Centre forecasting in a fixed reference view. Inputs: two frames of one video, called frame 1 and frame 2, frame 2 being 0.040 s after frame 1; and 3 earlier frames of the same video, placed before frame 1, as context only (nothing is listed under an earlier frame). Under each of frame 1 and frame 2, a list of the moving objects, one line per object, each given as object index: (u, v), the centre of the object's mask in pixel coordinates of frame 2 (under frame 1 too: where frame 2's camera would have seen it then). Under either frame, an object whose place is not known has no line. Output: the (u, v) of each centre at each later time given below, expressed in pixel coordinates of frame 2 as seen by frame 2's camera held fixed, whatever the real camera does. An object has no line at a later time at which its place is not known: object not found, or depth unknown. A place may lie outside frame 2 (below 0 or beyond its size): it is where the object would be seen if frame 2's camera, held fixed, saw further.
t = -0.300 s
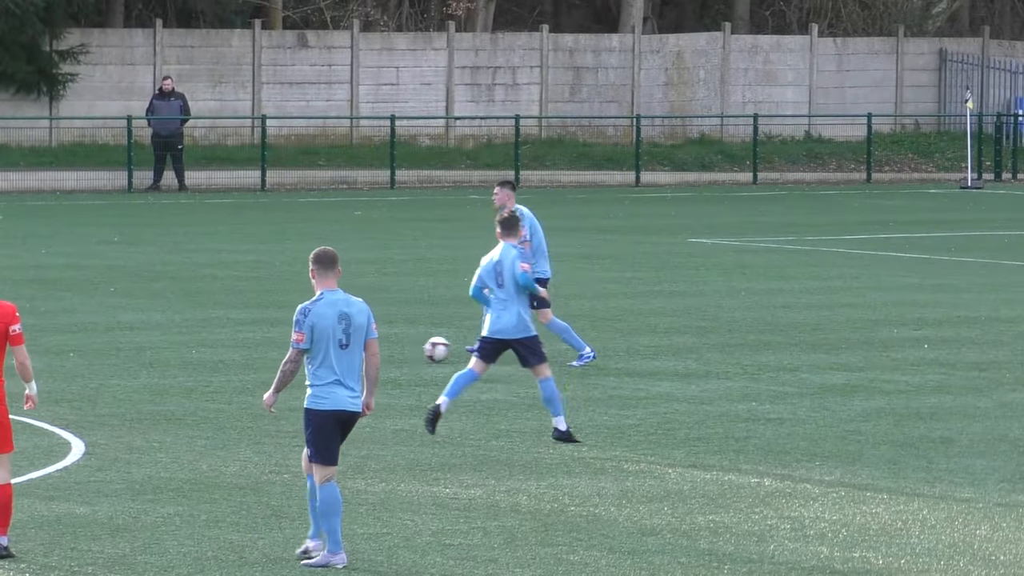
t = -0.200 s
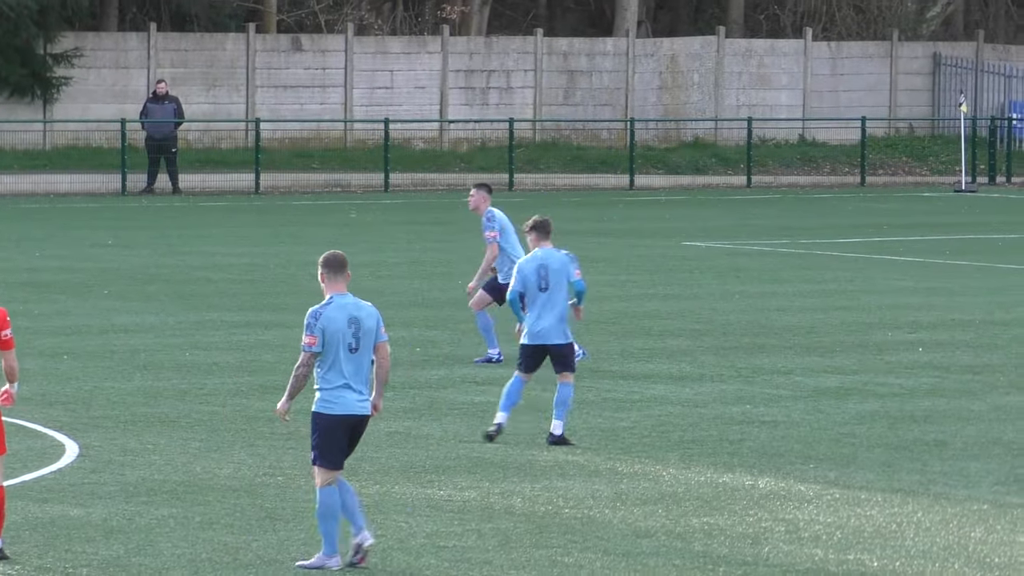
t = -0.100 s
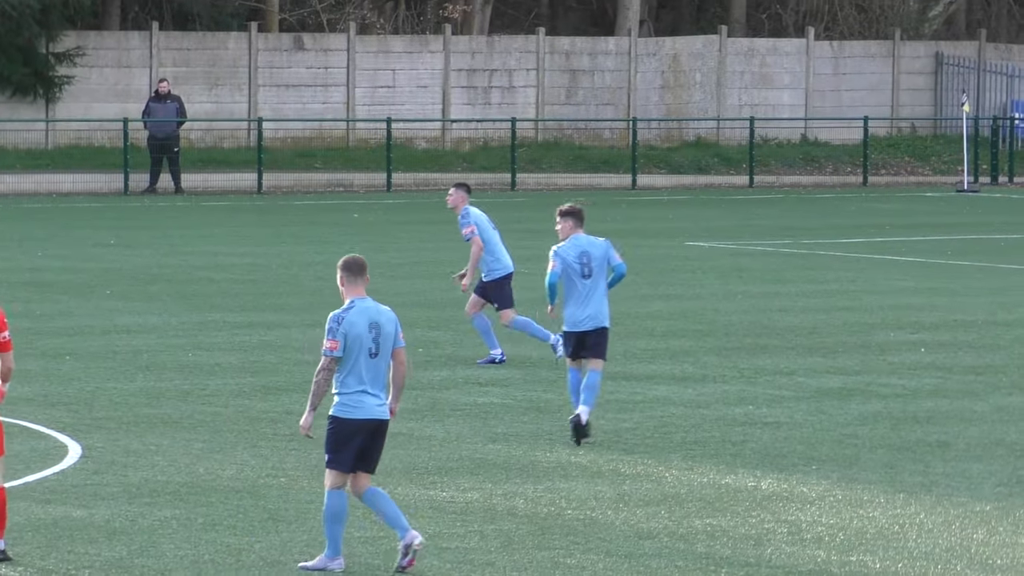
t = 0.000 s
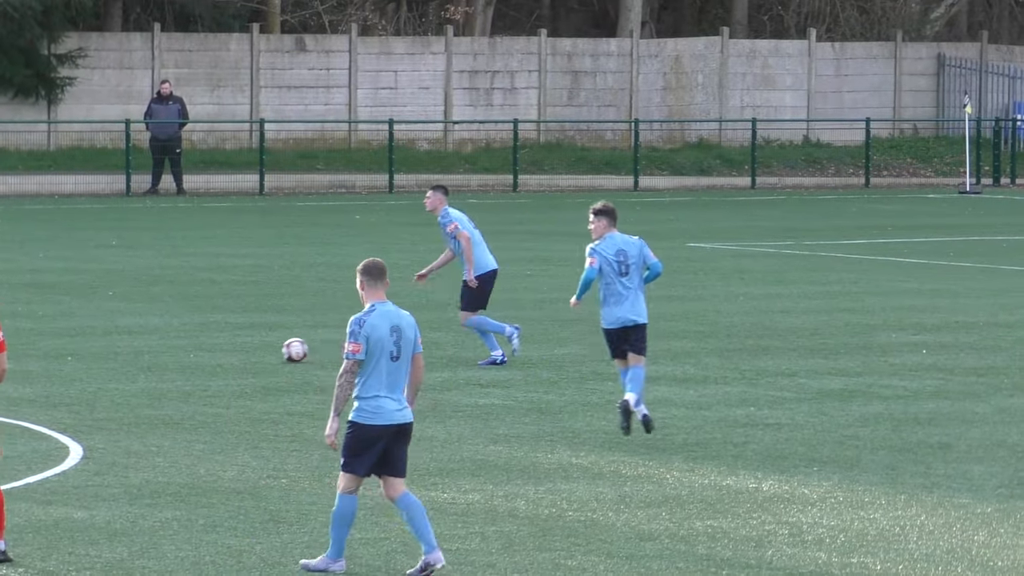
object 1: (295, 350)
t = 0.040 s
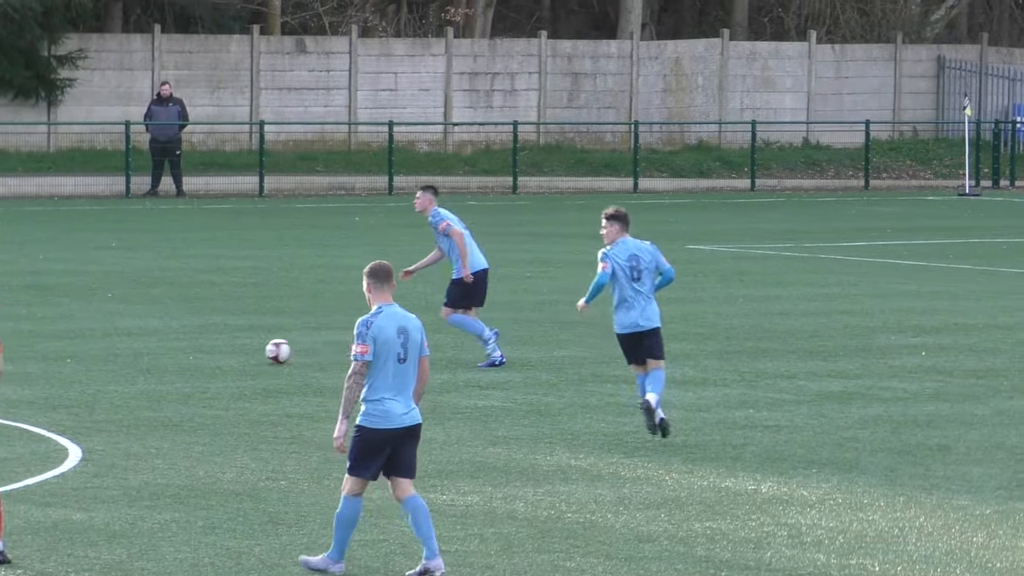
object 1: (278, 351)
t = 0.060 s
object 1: (272, 350)
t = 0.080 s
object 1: (265, 349)
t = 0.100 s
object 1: (256, 349)
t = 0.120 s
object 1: (247, 349)
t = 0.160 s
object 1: (233, 349)
